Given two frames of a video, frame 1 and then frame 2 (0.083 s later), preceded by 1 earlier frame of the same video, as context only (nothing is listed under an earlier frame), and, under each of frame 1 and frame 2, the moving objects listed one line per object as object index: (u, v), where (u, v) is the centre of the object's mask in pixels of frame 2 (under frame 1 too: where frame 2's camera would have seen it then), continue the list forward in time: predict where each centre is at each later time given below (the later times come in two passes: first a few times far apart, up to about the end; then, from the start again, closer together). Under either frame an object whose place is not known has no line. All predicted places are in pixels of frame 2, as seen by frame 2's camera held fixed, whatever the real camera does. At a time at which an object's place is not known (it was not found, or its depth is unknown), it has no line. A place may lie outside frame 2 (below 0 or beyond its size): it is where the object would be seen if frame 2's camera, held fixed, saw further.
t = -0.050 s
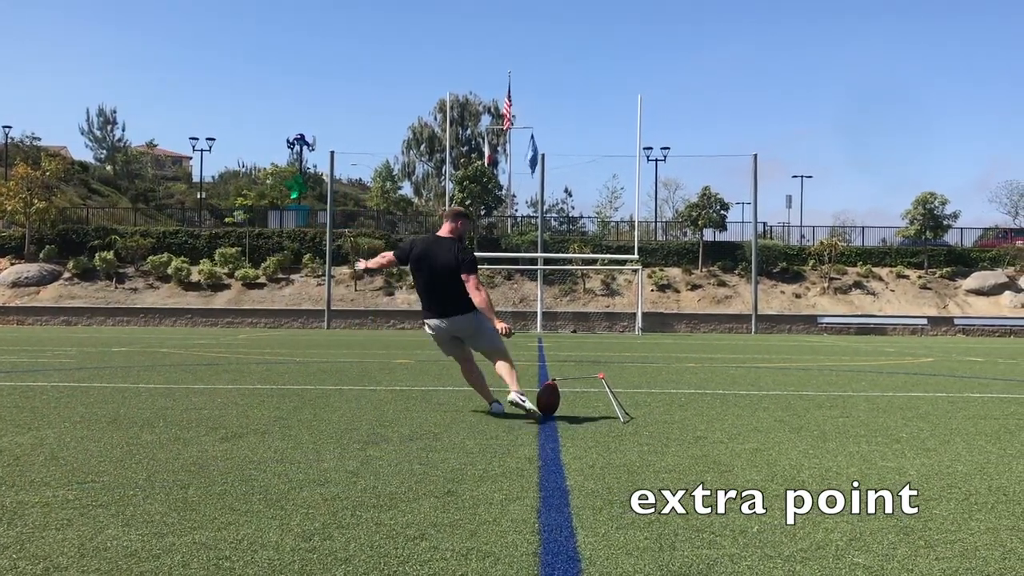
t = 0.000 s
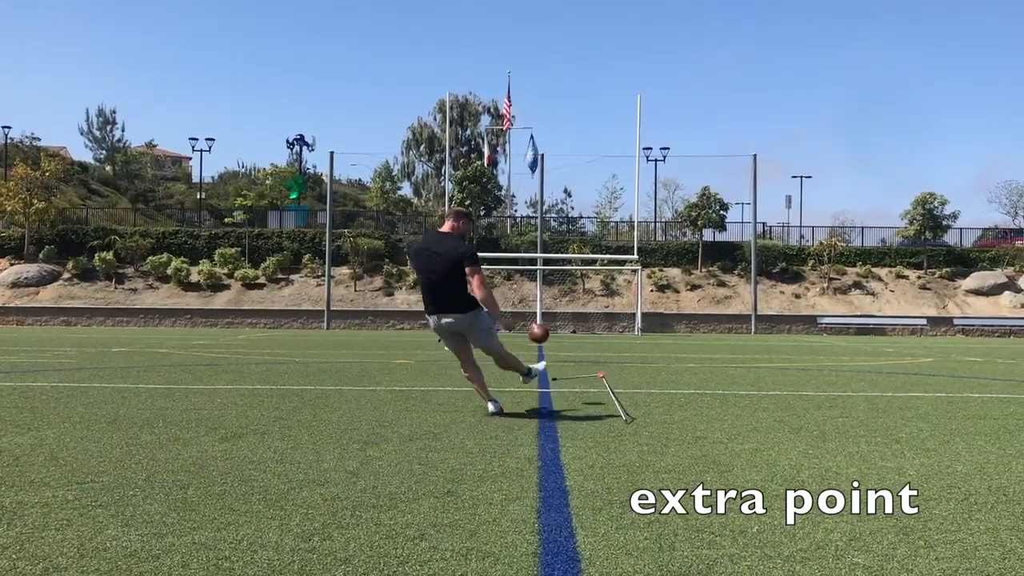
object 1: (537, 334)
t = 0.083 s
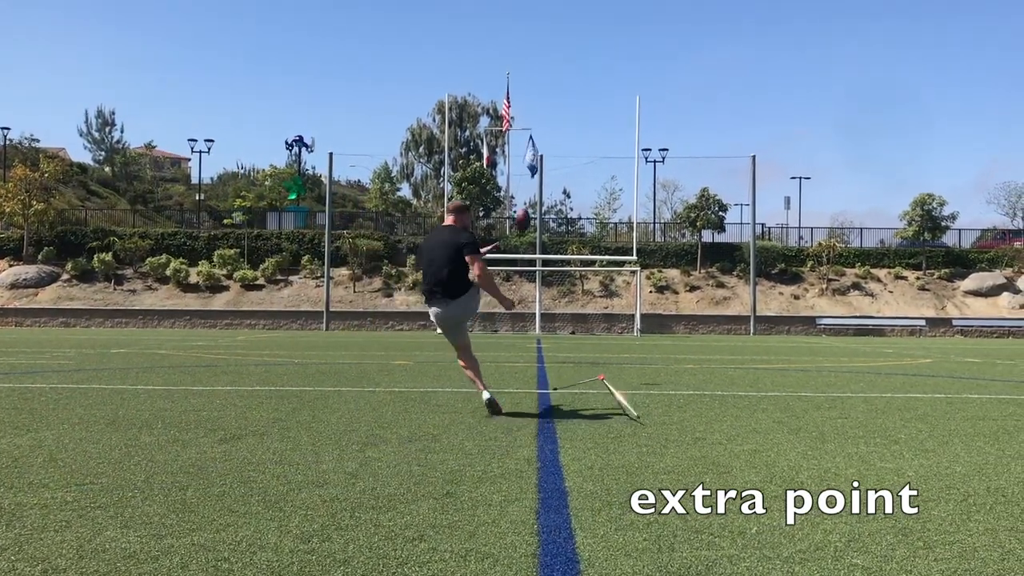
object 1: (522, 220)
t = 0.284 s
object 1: (512, 92)
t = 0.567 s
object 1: (524, 22)
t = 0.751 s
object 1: (529, 2)
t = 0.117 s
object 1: (519, 189)
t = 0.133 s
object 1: (517, 176)
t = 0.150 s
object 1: (516, 163)
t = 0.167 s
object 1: (515, 151)
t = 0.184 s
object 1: (514, 141)
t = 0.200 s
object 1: (513, 131)
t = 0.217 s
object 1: (513, 122)
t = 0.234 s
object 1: (513, 114)
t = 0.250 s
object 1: (512, 105)
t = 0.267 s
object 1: (512, 98)
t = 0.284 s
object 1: (512, 92)
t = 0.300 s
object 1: (512, 85)
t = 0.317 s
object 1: (512, 79)
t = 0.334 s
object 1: (513, 73)
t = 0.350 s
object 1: (513, 68)
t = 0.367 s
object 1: (514, 63)
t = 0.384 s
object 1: (515, 59)
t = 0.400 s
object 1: (515, 54)
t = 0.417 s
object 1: (516, 50)
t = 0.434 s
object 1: (517, 46)
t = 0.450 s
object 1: (518, 42)
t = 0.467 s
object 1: (518, 39)
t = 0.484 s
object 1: (519, 36)
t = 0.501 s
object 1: (520, 32)
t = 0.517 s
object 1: (521, 30)
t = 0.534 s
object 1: (522, 27)
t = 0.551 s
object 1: (523, 24)
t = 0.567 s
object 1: (524, 22)
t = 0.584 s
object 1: (524, 20)
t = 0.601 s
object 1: (525, 17)
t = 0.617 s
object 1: (525, 15)
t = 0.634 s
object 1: (526, 14)
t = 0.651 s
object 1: (527, 12)
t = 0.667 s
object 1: (527, 10)
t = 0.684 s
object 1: (528, 8)
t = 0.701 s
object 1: (528, 7)
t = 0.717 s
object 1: (528, 5)
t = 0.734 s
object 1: (529, 3)
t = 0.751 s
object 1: (529, 2)
